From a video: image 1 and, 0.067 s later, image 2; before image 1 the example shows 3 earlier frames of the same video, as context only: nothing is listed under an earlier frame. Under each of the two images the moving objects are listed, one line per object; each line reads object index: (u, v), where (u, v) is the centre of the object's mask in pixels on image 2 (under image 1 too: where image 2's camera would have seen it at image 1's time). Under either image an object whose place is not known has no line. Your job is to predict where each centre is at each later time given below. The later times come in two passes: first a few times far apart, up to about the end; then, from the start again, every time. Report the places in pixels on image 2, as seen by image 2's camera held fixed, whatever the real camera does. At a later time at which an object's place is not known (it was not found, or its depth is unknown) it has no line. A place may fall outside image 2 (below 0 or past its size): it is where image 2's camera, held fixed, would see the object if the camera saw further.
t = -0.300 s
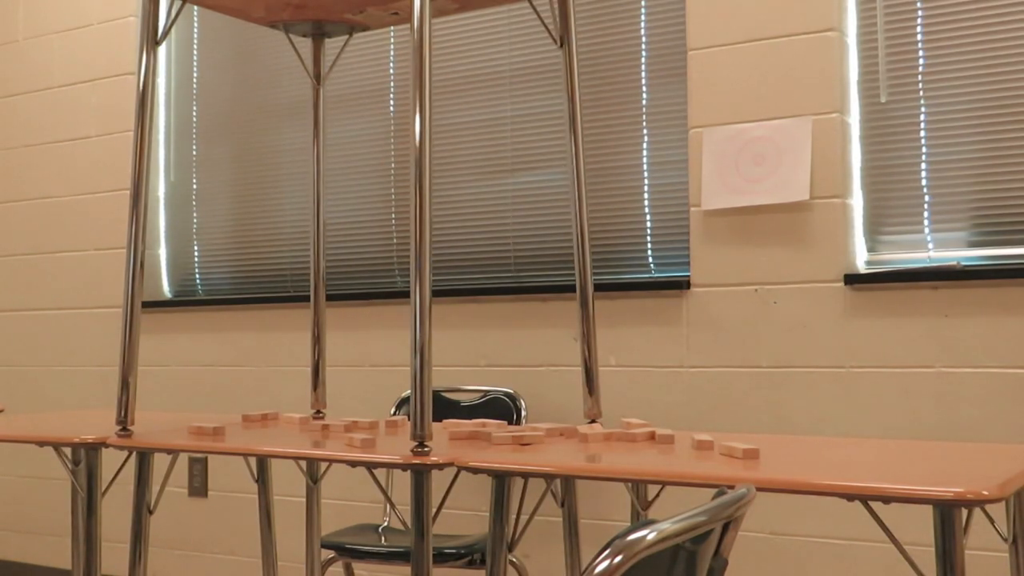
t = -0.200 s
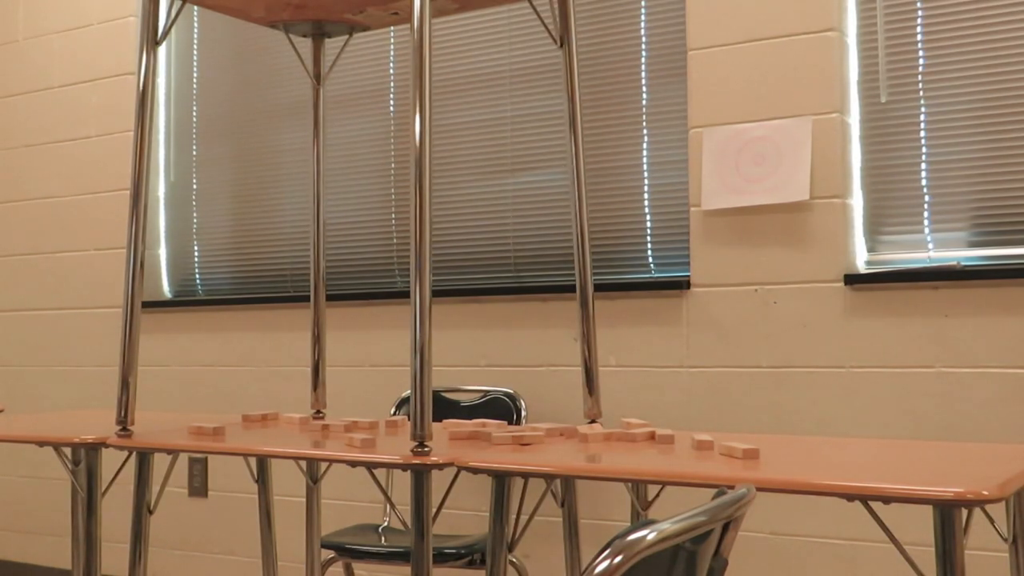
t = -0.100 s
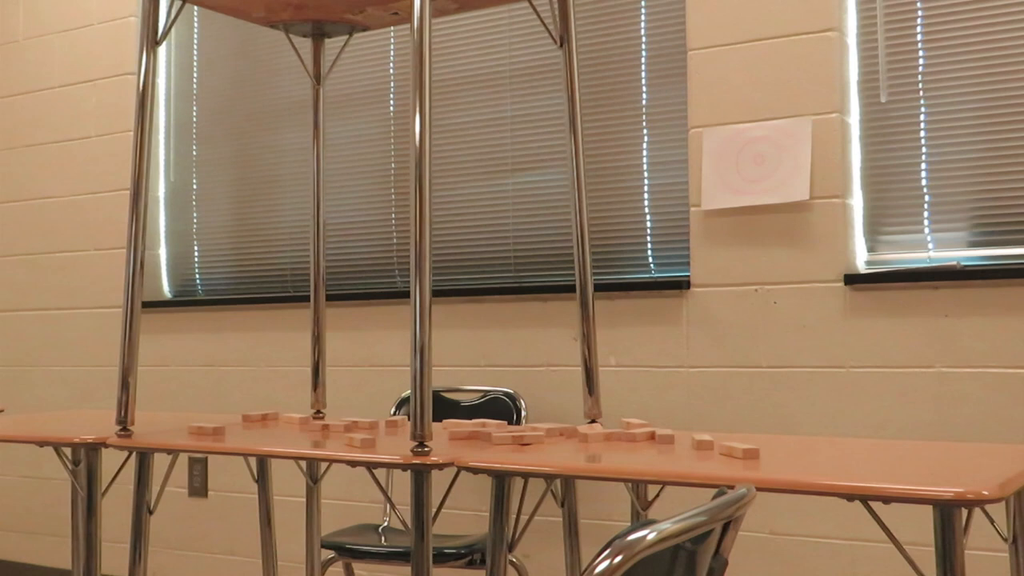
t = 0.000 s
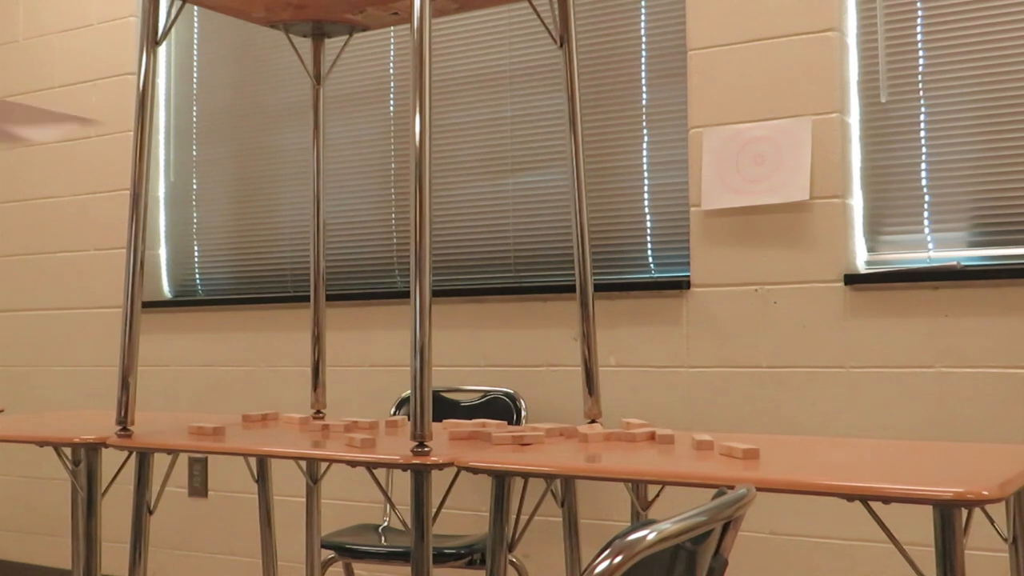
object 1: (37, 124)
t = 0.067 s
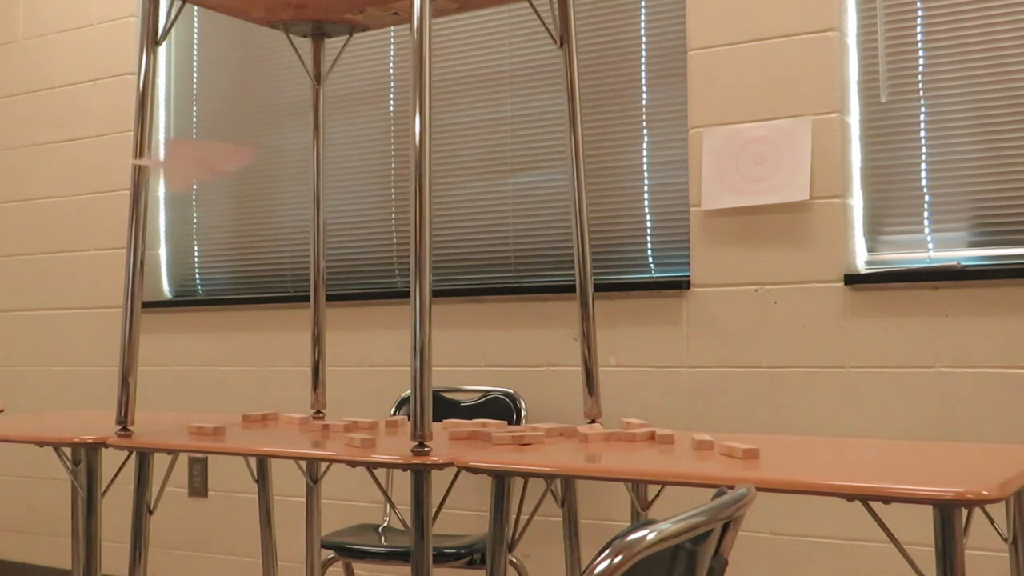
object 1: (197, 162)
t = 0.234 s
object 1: (450, 184)
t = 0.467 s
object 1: (555, 199)
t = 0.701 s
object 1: (564, 270)
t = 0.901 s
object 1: (559, 269)
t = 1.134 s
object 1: (564, 271)
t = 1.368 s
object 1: (565, 270)
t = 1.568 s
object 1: (565, 270)
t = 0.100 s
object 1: (261, 173)
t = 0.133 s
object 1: (319, 177)
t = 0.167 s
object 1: (366, 184)
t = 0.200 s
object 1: (392, 192)
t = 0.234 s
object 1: (450, 184)
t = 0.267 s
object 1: (465, 187)
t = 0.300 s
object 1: (487, 186)
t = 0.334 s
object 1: (506, 186)
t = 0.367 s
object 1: (522, 187)
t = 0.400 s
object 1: (537, 189)
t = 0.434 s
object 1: (548, 193)
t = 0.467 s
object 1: (555, 199)
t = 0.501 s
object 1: (558, 206)
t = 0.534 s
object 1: (559, 214)
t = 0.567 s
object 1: (558, 224)
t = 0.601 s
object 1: (564, 236)
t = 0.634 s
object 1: (566, 249)
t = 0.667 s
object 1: (562, 263)
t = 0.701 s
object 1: (564, 270)
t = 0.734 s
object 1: (564, 267)
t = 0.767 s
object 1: (561, 266)
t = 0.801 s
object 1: (559, 266)
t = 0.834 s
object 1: (559, 266)
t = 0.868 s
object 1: (558, 267)
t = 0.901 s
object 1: (559, 269)
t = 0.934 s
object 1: (561, 269)
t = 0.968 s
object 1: (563, 270)
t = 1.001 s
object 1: (565, 271)
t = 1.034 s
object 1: (563, 272)
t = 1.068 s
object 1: (564, 271)
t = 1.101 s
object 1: (565, 270)
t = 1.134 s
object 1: (564, 271)
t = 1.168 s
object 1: (564, 271)
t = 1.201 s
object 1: (564, 271)
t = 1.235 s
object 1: (564, 271)
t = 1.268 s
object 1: (565, 271)
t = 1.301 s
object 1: (564, 271)
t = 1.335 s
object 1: (565, 270)
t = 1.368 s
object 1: (565, 270)
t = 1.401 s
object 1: (564, 270)
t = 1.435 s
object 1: (565, 270)
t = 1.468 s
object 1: (565, 270)
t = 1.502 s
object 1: (565, 270)
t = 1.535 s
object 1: (565, 270)
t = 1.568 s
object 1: (565, 270)
